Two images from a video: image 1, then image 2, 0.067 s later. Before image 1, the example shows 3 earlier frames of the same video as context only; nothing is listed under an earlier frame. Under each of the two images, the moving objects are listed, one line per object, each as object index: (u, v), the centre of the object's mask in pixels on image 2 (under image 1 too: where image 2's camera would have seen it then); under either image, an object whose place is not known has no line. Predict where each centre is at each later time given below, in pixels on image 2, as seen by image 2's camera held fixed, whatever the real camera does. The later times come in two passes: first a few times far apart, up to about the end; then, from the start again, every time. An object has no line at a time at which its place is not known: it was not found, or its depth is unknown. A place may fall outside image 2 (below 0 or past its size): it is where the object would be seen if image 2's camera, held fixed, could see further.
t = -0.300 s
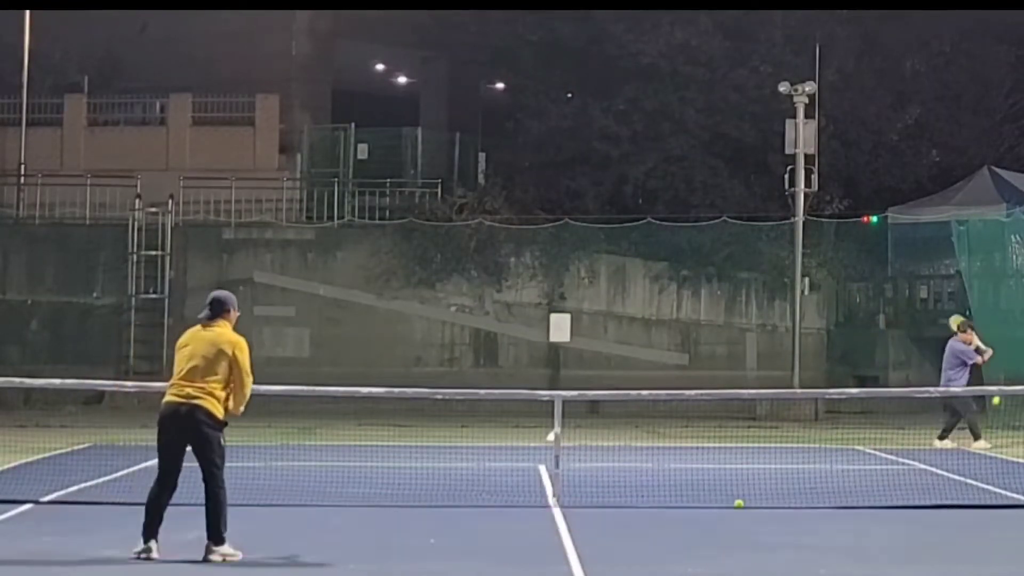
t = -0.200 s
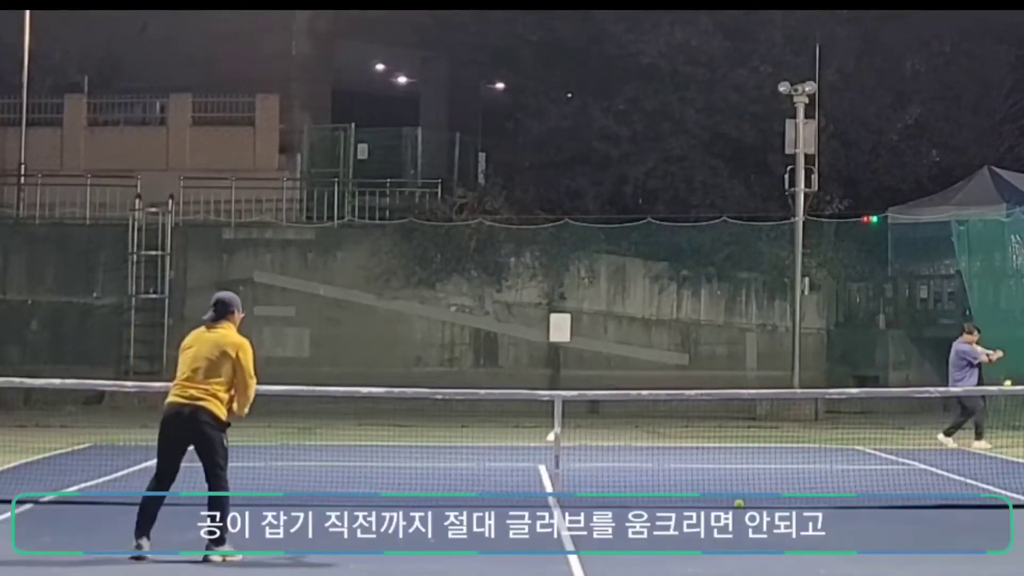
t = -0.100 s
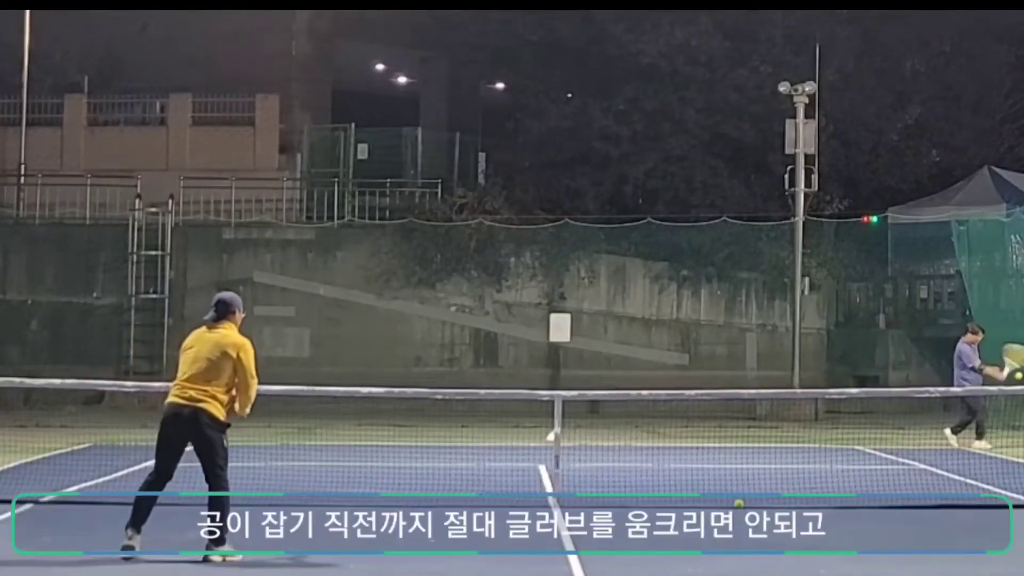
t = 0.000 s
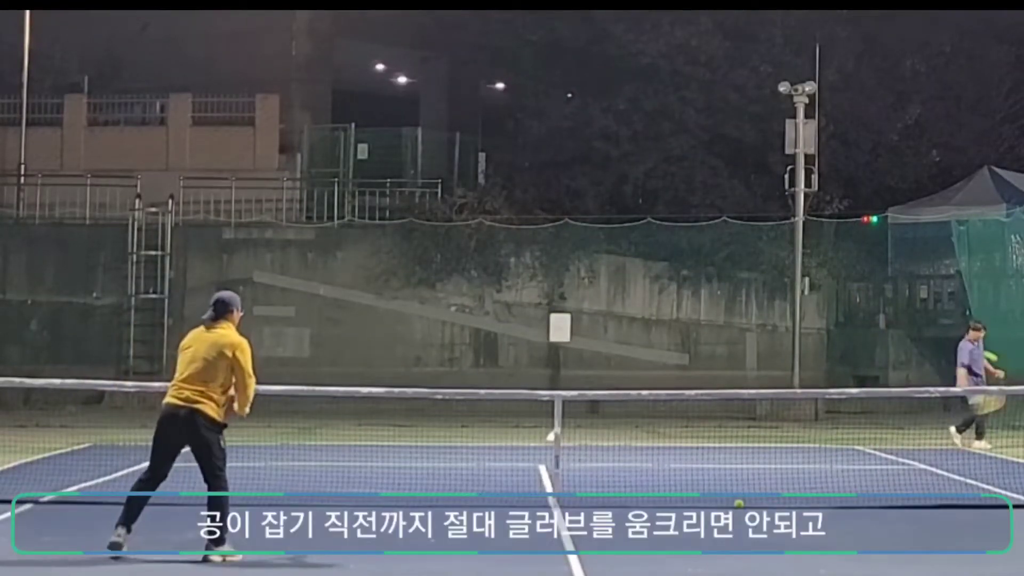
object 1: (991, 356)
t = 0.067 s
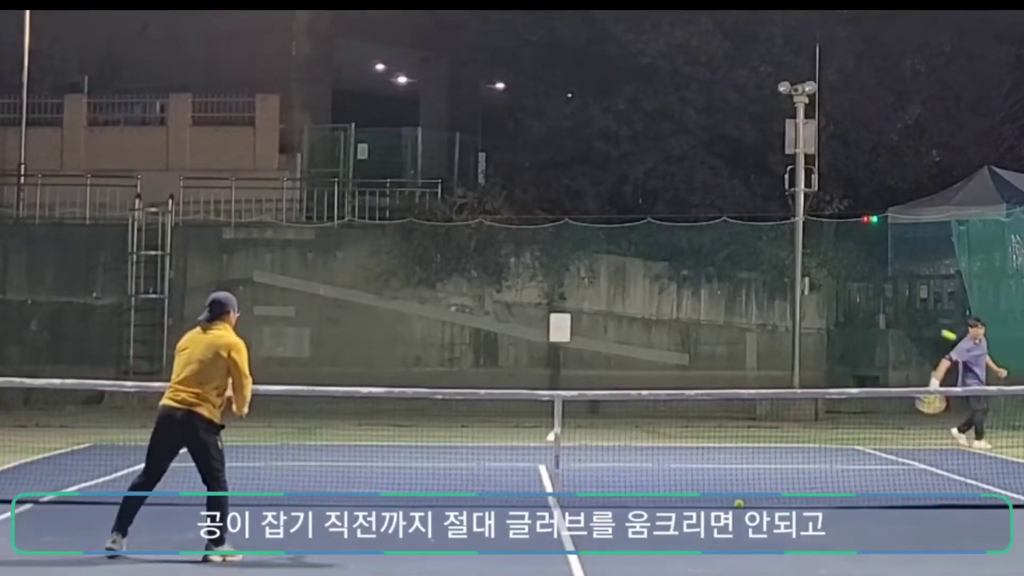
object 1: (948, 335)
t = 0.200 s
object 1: (860, 298)
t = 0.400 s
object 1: (710, 258)
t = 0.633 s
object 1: (499, 246)
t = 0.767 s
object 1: (354, 261)
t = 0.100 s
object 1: (927, 325)
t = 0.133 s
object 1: (905, 315)
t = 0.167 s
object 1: (883, 306)
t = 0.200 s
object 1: (860, 298)
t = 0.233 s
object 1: (836, 290)
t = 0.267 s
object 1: (812, 282)
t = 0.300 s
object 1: (788, 275)
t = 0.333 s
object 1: (763, 269)
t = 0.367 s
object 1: (737, 263)
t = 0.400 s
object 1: (710, 258)
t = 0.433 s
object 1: (683, 254)
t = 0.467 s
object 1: (654, 250)
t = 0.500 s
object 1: (625, 248)
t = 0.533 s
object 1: (595, 246)
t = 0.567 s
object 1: (564, 245)
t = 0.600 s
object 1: (532, 245)
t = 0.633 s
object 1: (499, 246)
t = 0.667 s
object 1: (465, 248)
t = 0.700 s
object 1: (430, 251)
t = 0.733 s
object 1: (393, 255)
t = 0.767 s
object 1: (354, 261)
